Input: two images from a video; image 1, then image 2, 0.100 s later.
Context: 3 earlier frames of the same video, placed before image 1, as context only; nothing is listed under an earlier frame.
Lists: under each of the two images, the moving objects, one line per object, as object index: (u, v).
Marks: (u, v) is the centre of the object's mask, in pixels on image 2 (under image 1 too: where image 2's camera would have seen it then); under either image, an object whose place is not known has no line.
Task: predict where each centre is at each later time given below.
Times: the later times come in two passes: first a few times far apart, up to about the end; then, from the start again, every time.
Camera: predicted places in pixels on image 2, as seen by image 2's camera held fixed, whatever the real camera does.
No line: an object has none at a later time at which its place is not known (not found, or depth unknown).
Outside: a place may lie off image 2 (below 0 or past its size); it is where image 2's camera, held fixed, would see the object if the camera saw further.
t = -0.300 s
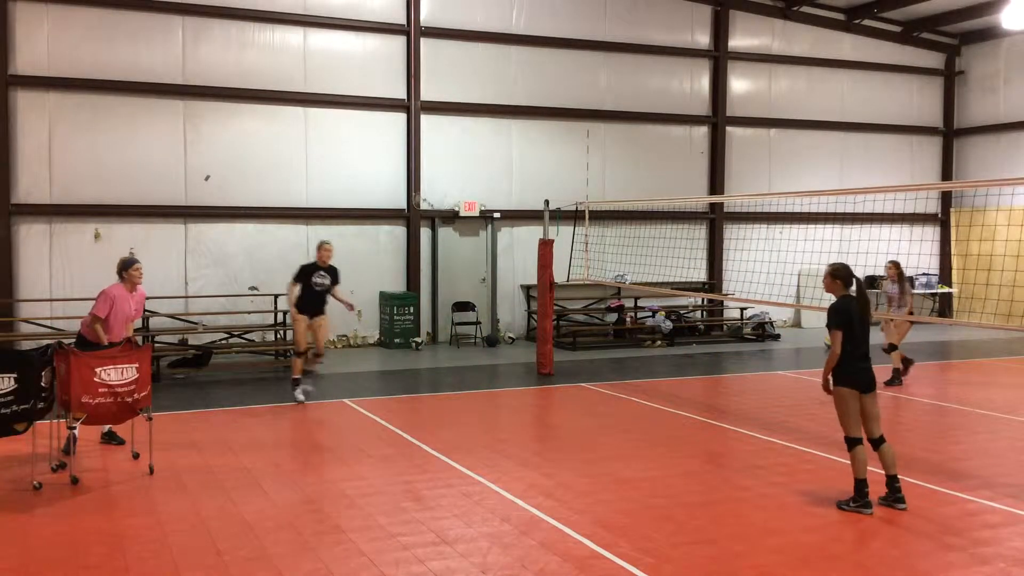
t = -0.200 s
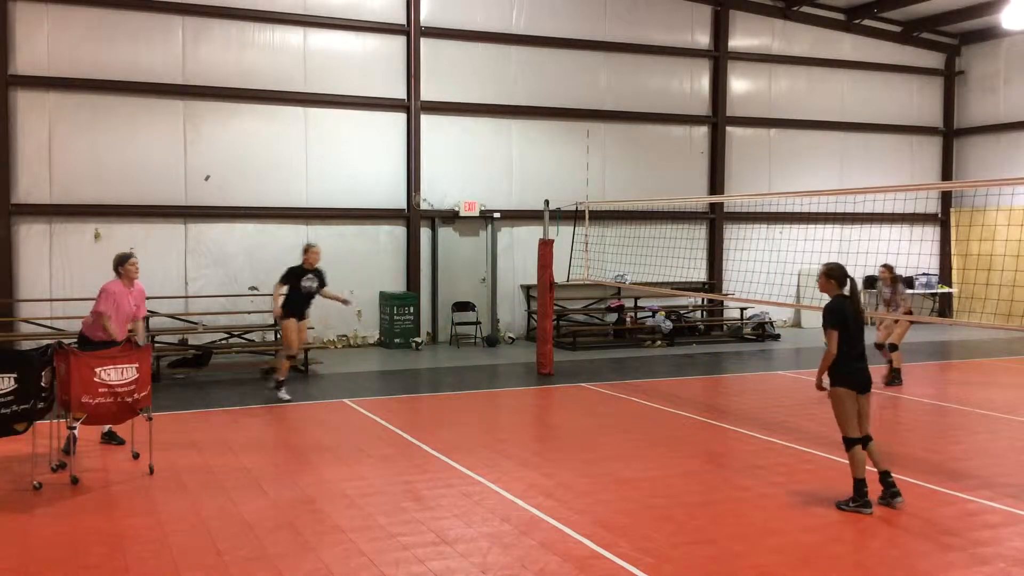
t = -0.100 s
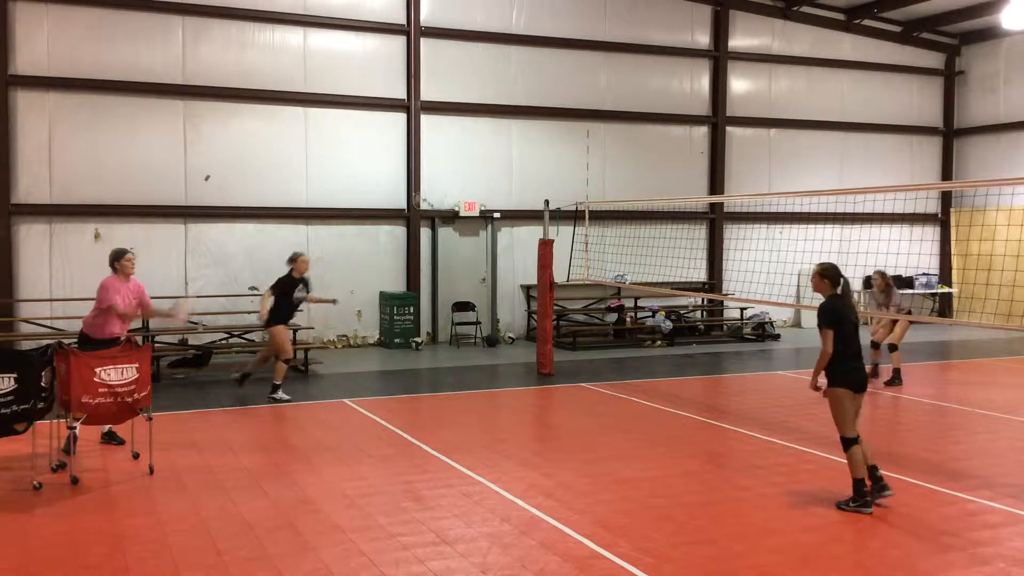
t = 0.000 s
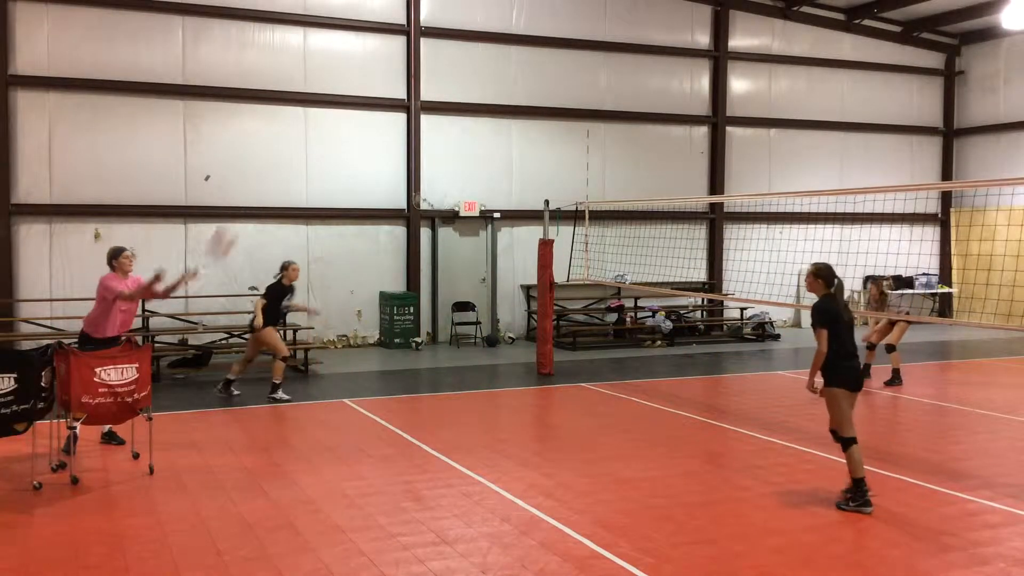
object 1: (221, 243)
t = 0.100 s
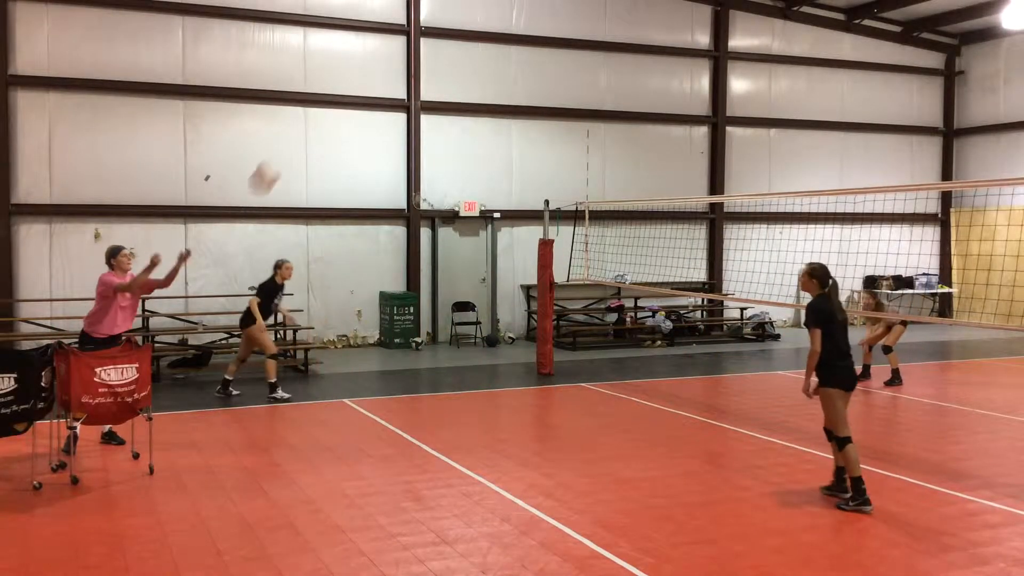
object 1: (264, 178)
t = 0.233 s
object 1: (323, 107)
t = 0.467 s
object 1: (421, 37)
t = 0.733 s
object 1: (537, 37)
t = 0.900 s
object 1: (611, 84)
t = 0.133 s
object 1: (278, 158)
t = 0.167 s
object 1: (292, 141)
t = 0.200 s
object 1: (305, 124)
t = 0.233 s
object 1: (323, 107)
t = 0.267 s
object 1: (332, 95)
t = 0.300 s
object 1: (346, 80)
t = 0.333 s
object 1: (360, 70)
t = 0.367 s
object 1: (374, 60)
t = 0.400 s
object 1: (388, 51)
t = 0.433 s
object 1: (405, 42)
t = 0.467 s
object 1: (421, 37)
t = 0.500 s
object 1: (434, 32)
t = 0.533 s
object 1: (448, 28)
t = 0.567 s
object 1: (462, 25)
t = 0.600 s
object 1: (477, 26)
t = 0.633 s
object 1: (492, 27)
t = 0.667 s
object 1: (506, 29)
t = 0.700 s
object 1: (522, 31)
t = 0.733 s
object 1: (537, 37)
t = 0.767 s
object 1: (551, 44)
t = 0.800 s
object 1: (564, 51)
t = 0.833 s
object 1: (580, 60)
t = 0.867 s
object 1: (595, 71)
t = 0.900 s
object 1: (611, 84)
